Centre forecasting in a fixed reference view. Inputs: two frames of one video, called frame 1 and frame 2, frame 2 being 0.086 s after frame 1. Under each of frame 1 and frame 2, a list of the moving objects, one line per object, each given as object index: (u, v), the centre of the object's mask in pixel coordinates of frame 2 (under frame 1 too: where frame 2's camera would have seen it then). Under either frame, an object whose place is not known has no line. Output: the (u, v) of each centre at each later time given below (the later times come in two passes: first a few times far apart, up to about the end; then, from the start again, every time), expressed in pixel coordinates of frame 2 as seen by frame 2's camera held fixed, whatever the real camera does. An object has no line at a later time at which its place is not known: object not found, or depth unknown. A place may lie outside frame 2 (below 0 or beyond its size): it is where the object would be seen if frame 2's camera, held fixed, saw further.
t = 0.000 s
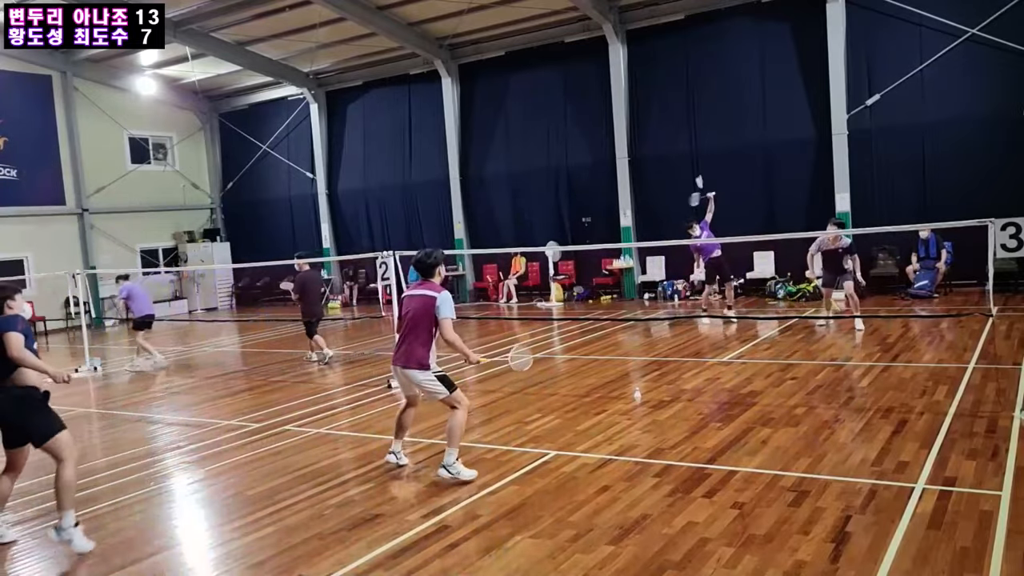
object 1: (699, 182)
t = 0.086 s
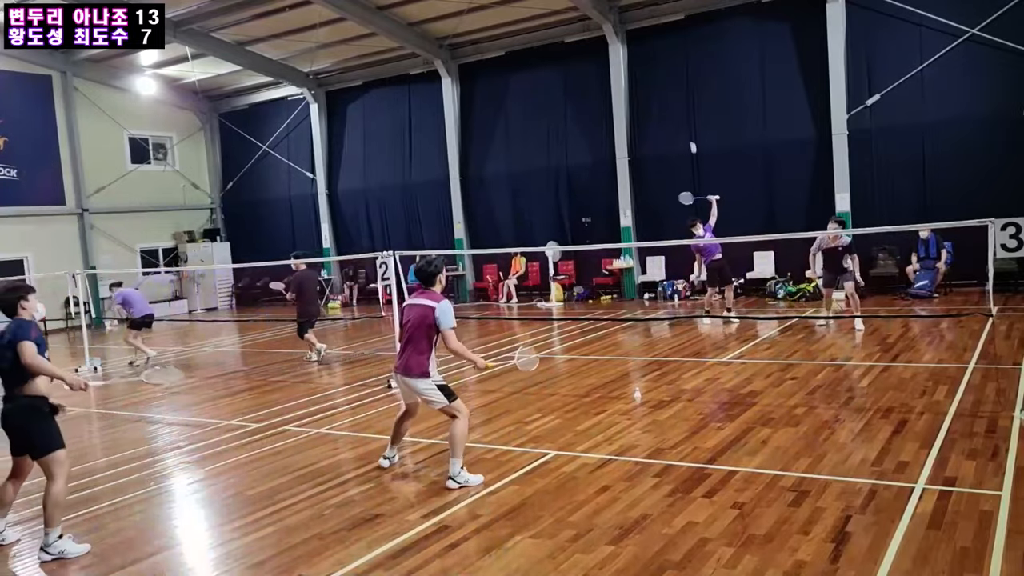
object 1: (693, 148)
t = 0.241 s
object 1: (677, 106)
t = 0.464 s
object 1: (660, 79)
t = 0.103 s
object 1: (691, 142)
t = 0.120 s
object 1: (689, 136)
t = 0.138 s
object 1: (688, 131)
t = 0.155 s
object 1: (686, 127)
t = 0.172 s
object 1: (684, 122)
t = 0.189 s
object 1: (682, 118)
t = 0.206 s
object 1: (680, 113)
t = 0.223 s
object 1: (679, 110)
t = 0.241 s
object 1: (677, 106)
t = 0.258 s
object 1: (676, 102)
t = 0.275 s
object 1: (674, 99)
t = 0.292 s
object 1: (673, 96)
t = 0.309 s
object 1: (672, 93)
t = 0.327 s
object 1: (670, 91)
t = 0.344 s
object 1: (669, 88)
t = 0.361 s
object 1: (668, 87)
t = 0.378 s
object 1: (667, 85)
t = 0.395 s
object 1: (665, 83)
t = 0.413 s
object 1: (664, 81)
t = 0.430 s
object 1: (663, 80)
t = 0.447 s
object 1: (662, 79)
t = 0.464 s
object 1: (660, 79)
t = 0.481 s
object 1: (659, 78)
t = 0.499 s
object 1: (658, 78)
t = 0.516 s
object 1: (657, 78)
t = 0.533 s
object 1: (656, 78)
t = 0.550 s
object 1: (654, 78)
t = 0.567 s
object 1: (653, 79)
